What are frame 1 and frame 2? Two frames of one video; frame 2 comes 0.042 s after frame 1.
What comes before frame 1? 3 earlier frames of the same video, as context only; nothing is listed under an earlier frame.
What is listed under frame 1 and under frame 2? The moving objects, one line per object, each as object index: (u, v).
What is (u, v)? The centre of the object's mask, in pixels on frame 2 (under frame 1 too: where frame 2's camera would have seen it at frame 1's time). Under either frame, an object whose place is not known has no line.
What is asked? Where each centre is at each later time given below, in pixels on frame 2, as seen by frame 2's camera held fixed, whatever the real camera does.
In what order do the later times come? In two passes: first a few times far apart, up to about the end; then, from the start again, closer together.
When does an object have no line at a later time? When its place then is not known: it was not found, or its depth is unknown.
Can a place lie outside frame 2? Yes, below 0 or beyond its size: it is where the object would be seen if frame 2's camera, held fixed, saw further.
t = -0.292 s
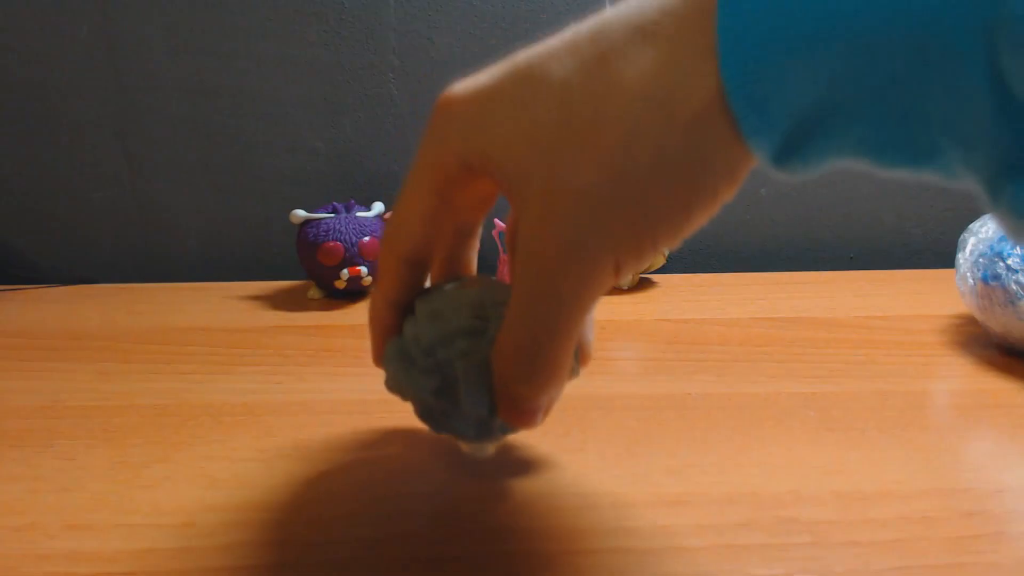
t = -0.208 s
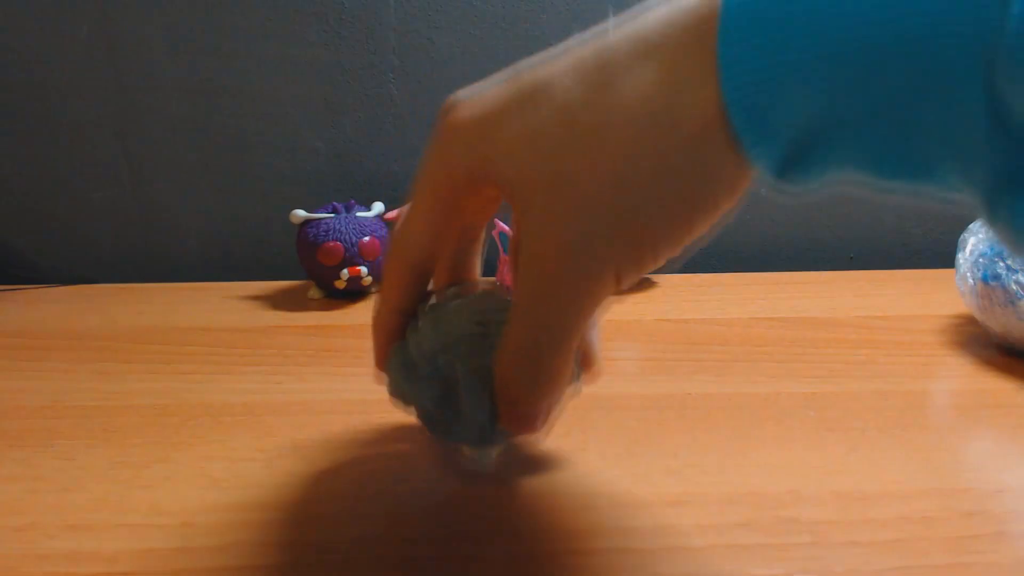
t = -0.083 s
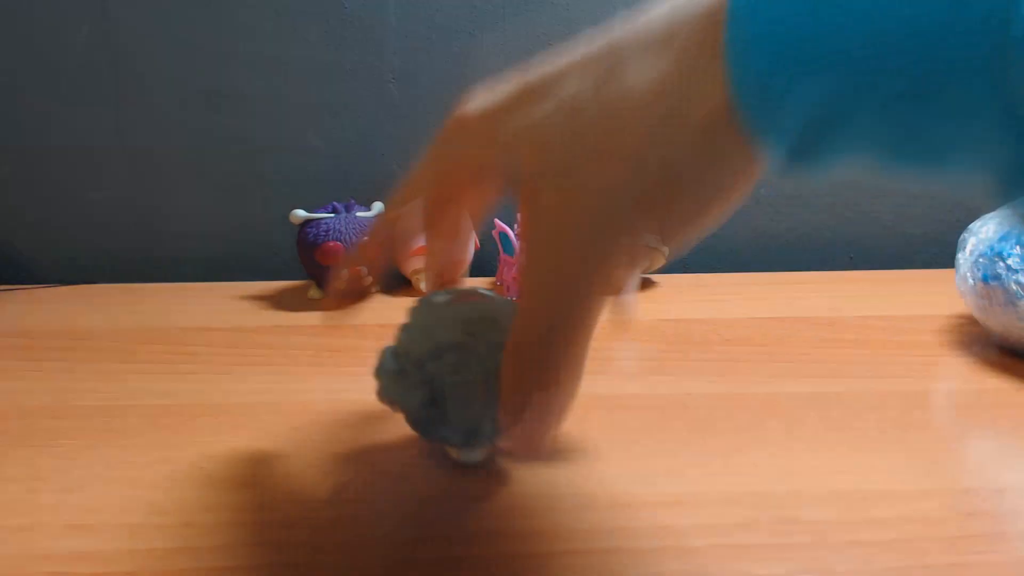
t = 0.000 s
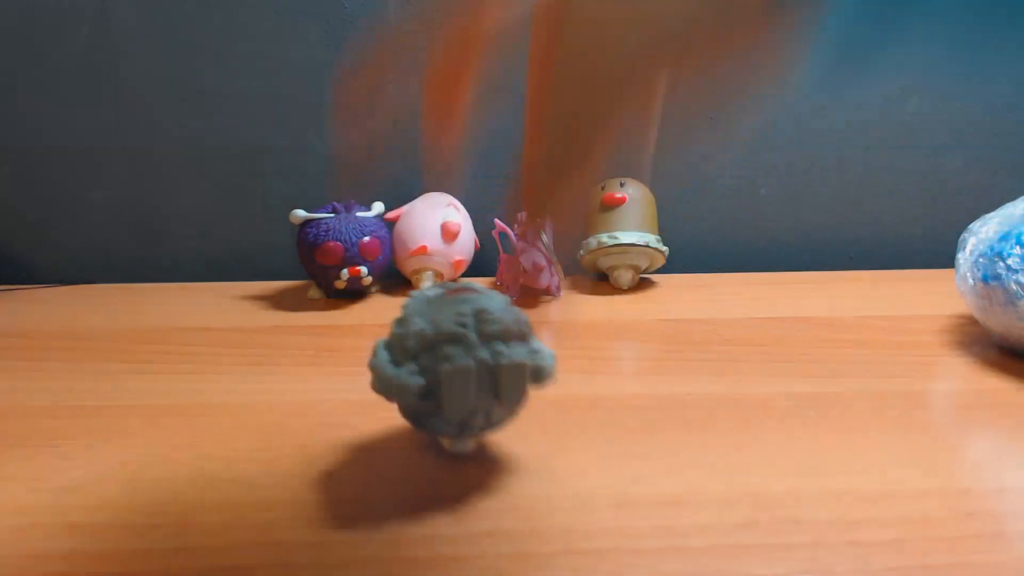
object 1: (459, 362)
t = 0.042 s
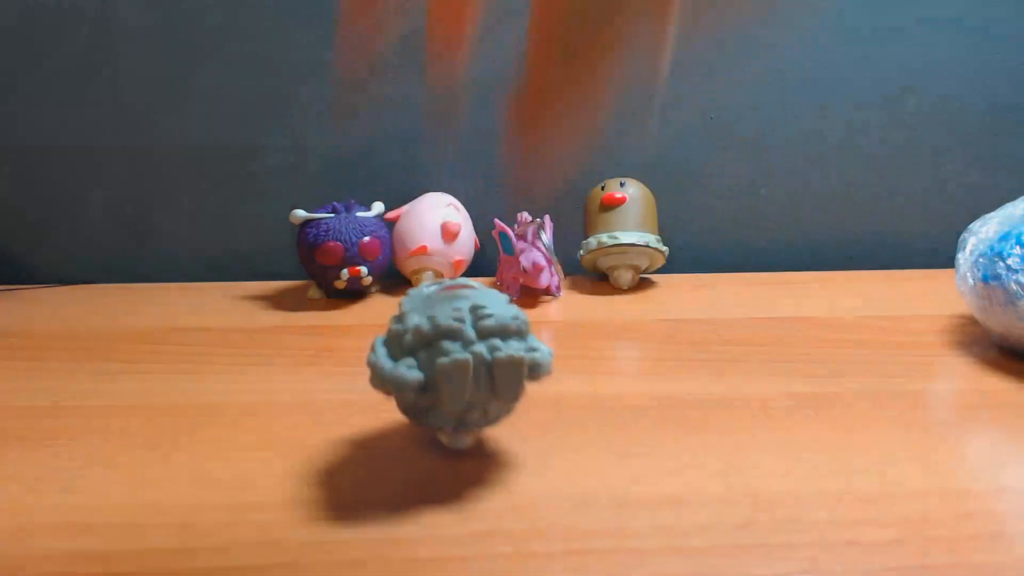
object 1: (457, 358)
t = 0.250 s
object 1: (456, 343)
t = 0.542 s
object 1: (470, 331)
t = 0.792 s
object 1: (477, 329)
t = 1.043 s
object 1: (470, 330)
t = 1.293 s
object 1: (454, 329)
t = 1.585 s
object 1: (438, 320)
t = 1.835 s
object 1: (459, 311)
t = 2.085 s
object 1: (483, 307)
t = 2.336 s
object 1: (500, 318)
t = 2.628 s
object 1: (470, 331)
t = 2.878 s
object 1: (435, 331)
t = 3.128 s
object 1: (414, 320)
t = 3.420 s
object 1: (412, 313)
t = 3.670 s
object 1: (421, 308)
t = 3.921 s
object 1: (434, 304)
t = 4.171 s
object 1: (439, 309)
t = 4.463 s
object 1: (426, 312)
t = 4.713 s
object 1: (412, 314)
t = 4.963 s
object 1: (397, 311)
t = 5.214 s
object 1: (395, 304)
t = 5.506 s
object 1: (400, 301)
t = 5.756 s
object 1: (410, 300)
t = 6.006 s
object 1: (407, 302)
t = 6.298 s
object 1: (397, 306)
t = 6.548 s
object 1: (387, 304)
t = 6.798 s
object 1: (381, 300)
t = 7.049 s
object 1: (380, 297)
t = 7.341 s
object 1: (384, 295)
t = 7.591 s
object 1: (390, 296)
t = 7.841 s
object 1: (384, 297)
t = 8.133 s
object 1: (375, 298)
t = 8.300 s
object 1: (373, 298)
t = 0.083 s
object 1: (456, 358)
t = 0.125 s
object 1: (455, 354)
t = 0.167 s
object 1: (455, 349)
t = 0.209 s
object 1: (456, 346)
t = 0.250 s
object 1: (456, 343)
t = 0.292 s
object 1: (458, 341)
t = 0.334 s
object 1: (459, 338)
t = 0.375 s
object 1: (461, 336)
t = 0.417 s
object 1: (463, 335)
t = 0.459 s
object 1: (465, 334)
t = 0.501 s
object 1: (466, 333)
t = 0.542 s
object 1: (470, 331)
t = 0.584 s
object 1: (472, 330)
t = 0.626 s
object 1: (474, 329)
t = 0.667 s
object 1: (475, 329)
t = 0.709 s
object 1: (476, 329)
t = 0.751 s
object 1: (477, 329)
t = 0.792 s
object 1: (477, 329)
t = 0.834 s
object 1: (476, 329)
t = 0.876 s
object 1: (477, 329)
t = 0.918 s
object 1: (475, 330)
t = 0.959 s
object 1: (474, 330)
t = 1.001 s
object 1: (471, 330)
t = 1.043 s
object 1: (470, 330)
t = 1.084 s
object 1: (467, 330)
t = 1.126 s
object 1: (466, 330)
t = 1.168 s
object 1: (464, 330)
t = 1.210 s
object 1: (461, 330)
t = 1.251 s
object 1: (458, 330)
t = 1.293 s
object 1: (454, 329)
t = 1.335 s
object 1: (451, 328)
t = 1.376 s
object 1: (446, 327)
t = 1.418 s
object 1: (443, 326)
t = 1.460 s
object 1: (439, 325)
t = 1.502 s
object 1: (438, 323)
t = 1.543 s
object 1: (437, 322)
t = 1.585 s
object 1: (438, 320)
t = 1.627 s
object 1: (440, 319)
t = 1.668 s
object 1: (442, 317)
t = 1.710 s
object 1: (447, 315)
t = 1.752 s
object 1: (450, 314)
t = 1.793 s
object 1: (455, 312)
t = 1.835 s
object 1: (459, 311)
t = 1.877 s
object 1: (464, 309)
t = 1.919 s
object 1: (468, 308)
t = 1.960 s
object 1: (471, 307)
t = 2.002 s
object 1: (475, 307)
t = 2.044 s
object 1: (479, 307)
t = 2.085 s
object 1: (483, 307)
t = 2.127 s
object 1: (489, 308)
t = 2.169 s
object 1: (493, 310)
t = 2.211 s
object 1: (497, 312)
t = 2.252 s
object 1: (499, 314)
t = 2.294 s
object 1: (501, 316)
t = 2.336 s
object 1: (500, 318)
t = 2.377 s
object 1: (499, 320)
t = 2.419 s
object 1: (496, 323)
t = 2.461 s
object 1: (494, 324)
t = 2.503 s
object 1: (492, 326)
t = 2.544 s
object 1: (486, 329)
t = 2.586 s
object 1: (479, 330)
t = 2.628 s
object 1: (470, 331)
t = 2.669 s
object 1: (462, 332)
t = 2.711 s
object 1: (454, 333)
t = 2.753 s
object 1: (447, 334)
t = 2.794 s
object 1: (443, 333)
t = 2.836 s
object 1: (439, 332)
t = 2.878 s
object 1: (435, 331)
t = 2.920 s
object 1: (429, 329)
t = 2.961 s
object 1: (424, 327)
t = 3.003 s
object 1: (419, 325)
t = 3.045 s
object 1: (416, 323)
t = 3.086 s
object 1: (415, 321)
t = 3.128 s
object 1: (414, 320)
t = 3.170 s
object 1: (413, 319)
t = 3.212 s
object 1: (412, 318)
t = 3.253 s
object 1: (411, 318)
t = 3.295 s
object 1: (410, 316)
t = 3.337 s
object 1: (410, 315)
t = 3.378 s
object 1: (413, 314)
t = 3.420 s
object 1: (412, 313)
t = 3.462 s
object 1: (412, 312)
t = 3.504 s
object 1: (410, 311)
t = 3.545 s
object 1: (410, 311)
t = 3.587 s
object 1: (413, 310)
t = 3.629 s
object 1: (416, 309)
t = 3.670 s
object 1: (421, 308)
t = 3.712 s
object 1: (423, 306)
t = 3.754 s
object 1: (424, 305)
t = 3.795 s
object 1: (425, 304)
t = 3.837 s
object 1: (428, 303)
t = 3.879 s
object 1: (433, 303)
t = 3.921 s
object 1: (434, 304)
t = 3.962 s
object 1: (437, 305)
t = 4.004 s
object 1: (437, 306)
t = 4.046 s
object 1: (439, 306)
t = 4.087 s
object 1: (441, 307)
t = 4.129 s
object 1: (441, 308)
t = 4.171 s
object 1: (439, 309)
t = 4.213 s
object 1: (436, 311)
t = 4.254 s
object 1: (435, 312)
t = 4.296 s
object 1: (436, 312)
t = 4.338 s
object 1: (436, 312)
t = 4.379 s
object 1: (434, 312)
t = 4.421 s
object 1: (429, 312)
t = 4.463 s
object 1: (426, 312)
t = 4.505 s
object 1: (425, 313)
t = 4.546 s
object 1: (423, 313)
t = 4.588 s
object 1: (419, 314)
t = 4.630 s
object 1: (415, 315)
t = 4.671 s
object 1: (414, 314)
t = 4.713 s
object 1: (412, 314)
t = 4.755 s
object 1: (407, 314)
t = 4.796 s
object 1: (402, 315)
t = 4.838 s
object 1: (399, 314)
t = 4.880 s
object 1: (399, 313)
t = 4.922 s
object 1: (399, 312)
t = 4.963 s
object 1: (397, 311)
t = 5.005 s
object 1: (392, 309)
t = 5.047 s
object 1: (393, 307)
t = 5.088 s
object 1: (393, 307)
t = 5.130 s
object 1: (393, 307)
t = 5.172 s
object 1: (393, 306)
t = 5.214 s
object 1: (395, 304)
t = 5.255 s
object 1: (396, 304)
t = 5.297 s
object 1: (394, 304)
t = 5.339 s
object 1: (394, 304)
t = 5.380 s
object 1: (395, 304)
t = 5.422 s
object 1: (399, 303)
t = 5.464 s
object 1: (402, 302)
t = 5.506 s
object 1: (400, 301)
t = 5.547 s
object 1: (401, 300)
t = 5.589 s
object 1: (404, 300)
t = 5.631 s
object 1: (406, 300)
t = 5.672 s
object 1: (406, 300)
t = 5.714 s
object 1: (406, 300)
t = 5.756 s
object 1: (410, 300)
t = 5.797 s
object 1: (408, 301)
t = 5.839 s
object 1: (407, 302)
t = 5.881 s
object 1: (410, 302)
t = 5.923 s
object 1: (412, 302)
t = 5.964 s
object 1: (408, 302)
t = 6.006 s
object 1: (407, 302)
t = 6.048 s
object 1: (409, 302)
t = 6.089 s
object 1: (407, 303)
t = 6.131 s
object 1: (405, 304)
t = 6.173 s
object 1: (404, 304)
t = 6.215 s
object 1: (404, 304)
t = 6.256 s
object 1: (401, 305)
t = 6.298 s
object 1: (397, 306)
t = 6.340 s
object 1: (398, 306)
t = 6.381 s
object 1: (395, 305)
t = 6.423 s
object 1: (391, 304)
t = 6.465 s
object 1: (391, 304)
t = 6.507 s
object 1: (389, 303)
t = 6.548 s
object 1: (387, 304)
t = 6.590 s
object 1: (385, 303)
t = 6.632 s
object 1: (384, 302)
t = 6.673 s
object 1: (380, 303)
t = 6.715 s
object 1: (380, 303)
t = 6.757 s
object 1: (382, 302)
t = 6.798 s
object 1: (381, 300)
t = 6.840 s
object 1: (378, 299)
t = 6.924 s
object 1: (379, 298)
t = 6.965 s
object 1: (379, 299)
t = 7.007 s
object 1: (377, 298)
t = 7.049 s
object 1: (380, 297)
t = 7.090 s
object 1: (378, 298)
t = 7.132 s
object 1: (380, 298)
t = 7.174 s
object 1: (384, 297)
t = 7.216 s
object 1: (383, 296)
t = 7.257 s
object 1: (381, 295)
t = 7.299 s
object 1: (382, 294)
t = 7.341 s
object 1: (384, 295)
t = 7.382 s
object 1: (383, 295)
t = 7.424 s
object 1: (386, 295)
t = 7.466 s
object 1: (385, 295)
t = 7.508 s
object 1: (385, 296)
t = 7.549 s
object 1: (389, 297)
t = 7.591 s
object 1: (390, 296)
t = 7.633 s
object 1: (387, 295)
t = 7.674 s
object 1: (386, 295)
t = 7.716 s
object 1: (388, 295)
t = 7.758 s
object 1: (385, 297)
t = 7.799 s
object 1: (386, 296)
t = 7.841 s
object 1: (384, 297)
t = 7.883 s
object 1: (383, 298)
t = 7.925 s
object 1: (385, 298)
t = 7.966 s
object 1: (384, 297)
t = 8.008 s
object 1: (380, 297)
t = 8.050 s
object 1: (379, 297)
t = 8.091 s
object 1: (377, 298)
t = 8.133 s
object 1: (375, 298)
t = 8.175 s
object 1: (375, 297)
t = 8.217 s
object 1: (372, 298)
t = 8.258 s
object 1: (370, 298)
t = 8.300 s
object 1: (373, 298)
